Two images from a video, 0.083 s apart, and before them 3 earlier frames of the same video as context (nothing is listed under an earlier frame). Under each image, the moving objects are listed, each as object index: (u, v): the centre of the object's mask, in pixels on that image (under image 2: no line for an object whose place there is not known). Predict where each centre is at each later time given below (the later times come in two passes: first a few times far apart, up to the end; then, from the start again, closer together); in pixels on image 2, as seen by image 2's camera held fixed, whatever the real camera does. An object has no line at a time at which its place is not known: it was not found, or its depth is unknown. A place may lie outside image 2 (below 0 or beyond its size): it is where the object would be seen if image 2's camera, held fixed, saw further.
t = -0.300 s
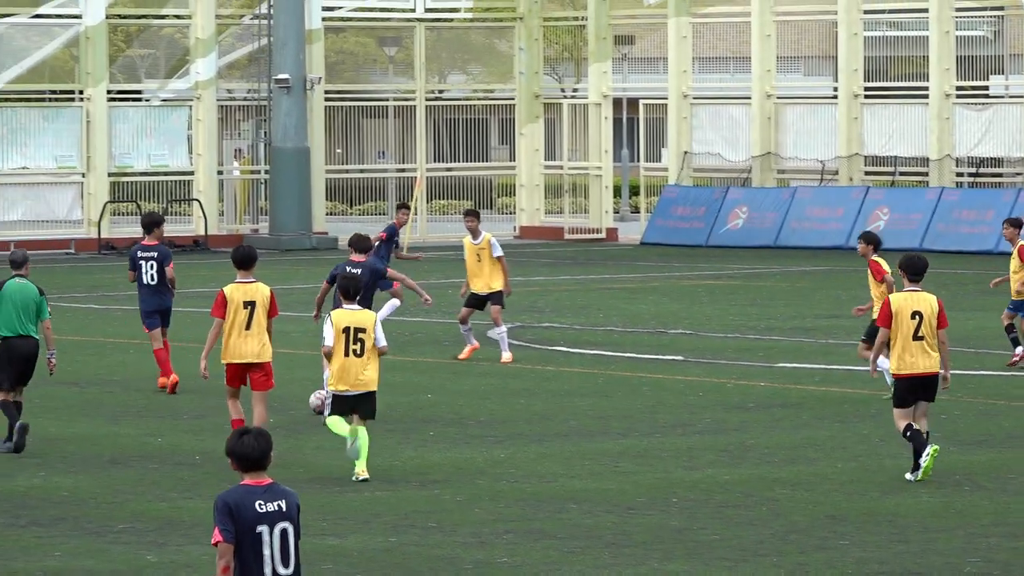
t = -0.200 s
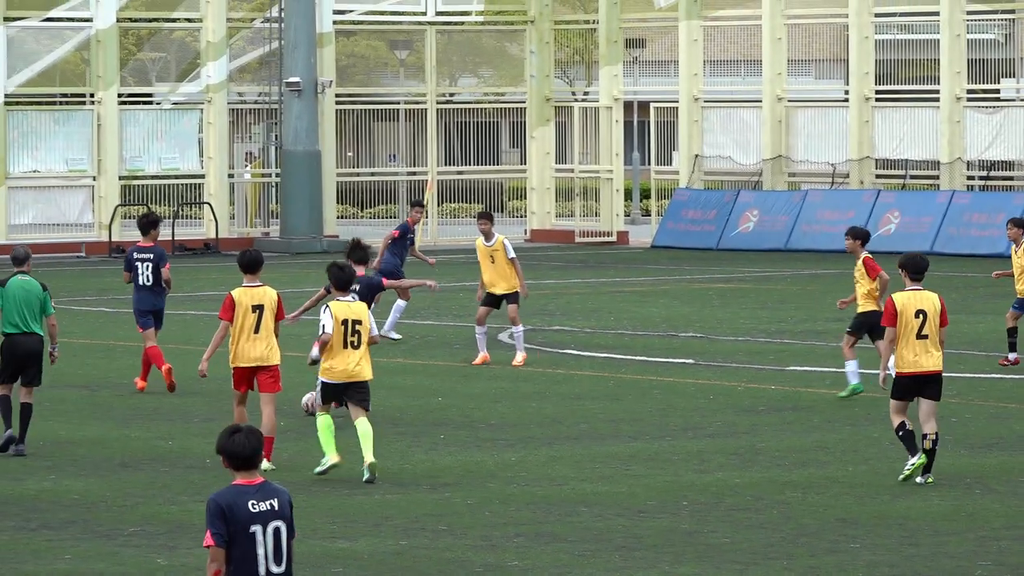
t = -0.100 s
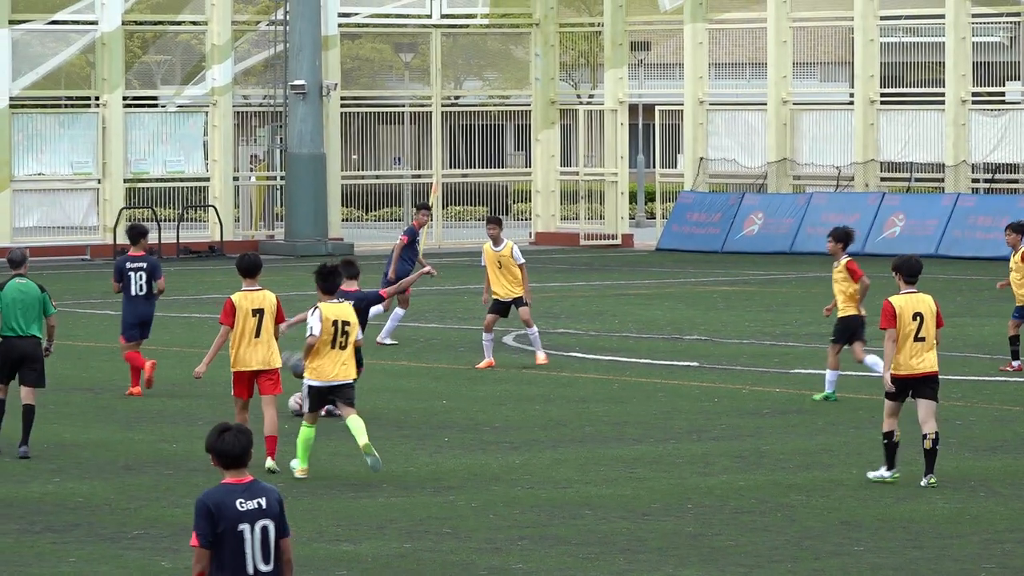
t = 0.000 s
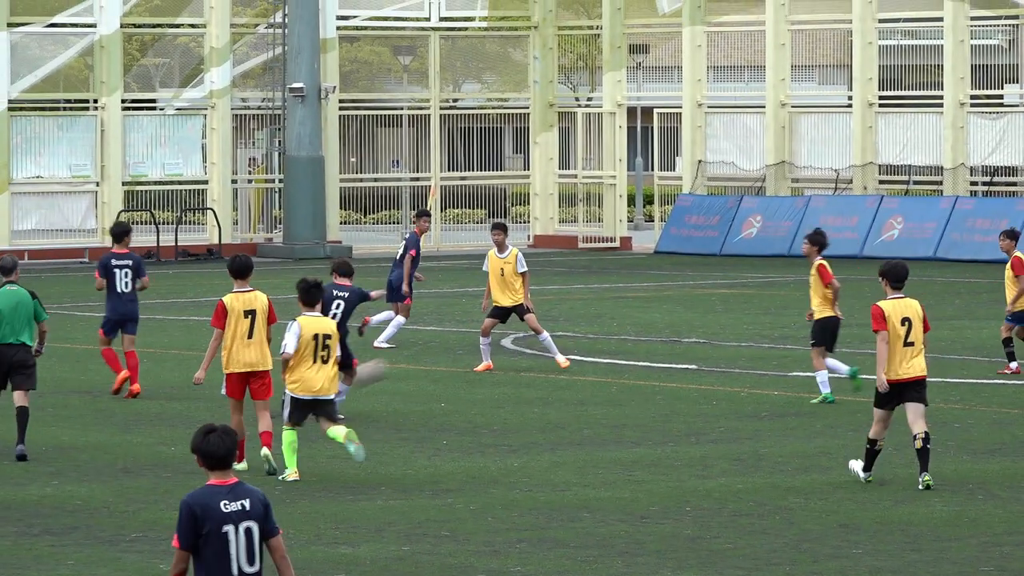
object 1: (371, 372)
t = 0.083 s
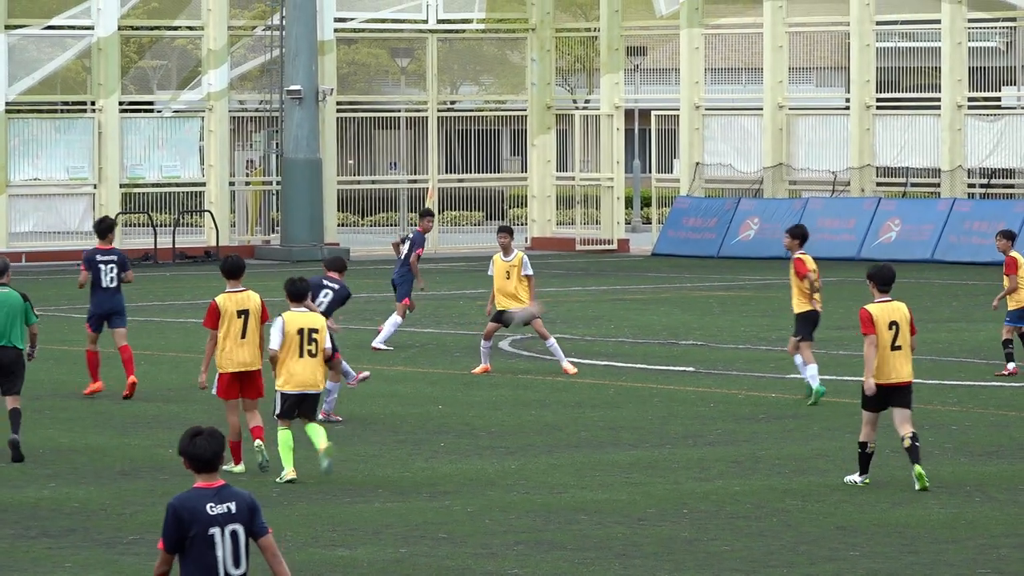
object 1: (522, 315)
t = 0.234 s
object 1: (780, 222)
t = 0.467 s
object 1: (1119, 164)
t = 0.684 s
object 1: (1438, 146)
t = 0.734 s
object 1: (1512, 147)
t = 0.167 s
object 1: (668, 261)
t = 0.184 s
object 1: (697, 251)
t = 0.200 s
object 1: (722, 244)
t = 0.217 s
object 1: (749, 233)
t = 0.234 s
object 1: (780, 222)
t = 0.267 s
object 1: (827, 214)
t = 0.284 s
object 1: (851, 208)
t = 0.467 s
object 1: (1119, 164)
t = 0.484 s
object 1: (1143, 161)
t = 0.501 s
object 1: (1170, 159)
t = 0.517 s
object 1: (1193, 157)
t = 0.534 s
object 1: (1218, 155)
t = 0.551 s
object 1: (1243, 153)
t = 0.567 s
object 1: (1268, 151)
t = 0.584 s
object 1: (1292, 150)
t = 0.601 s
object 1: (1316, 150)
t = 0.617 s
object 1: (1340, 149)
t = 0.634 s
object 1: (1365, 148)
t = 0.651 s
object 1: (1390, 148)
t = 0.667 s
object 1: (1415, 147)
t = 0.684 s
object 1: (1438, 146)
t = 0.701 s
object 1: (1463, 147)
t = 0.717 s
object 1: (1487, 146)
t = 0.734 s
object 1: (1512, 147)
